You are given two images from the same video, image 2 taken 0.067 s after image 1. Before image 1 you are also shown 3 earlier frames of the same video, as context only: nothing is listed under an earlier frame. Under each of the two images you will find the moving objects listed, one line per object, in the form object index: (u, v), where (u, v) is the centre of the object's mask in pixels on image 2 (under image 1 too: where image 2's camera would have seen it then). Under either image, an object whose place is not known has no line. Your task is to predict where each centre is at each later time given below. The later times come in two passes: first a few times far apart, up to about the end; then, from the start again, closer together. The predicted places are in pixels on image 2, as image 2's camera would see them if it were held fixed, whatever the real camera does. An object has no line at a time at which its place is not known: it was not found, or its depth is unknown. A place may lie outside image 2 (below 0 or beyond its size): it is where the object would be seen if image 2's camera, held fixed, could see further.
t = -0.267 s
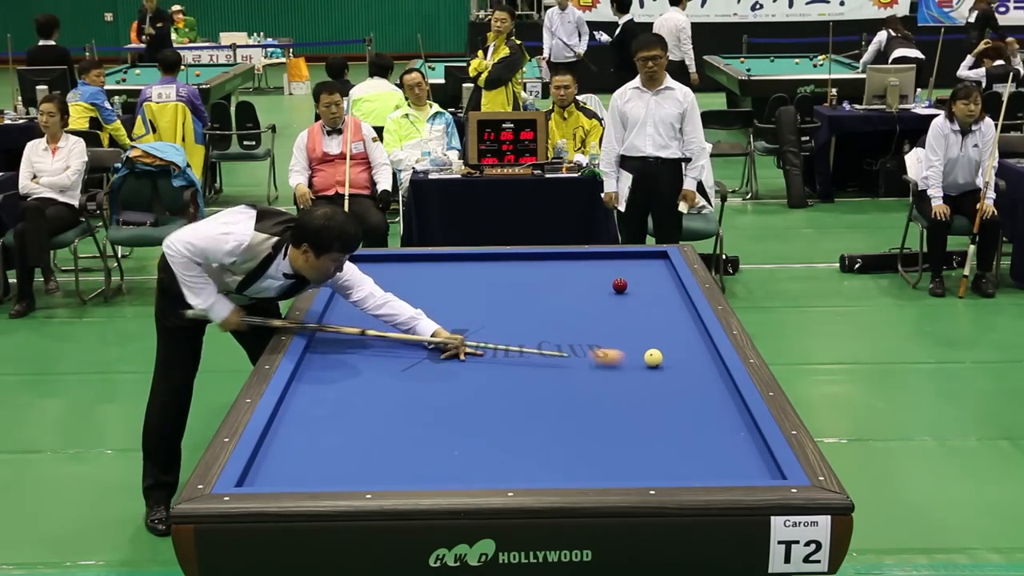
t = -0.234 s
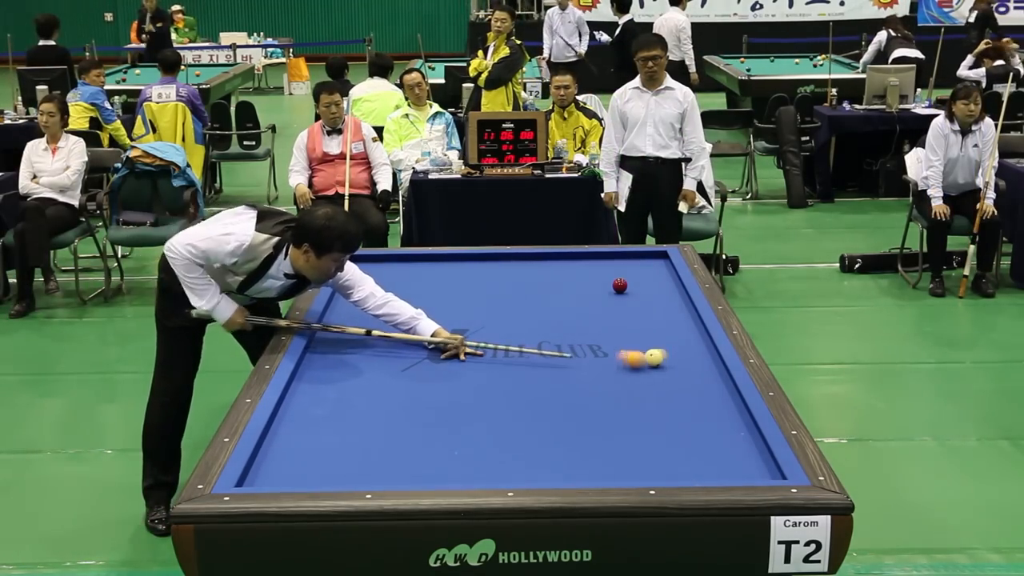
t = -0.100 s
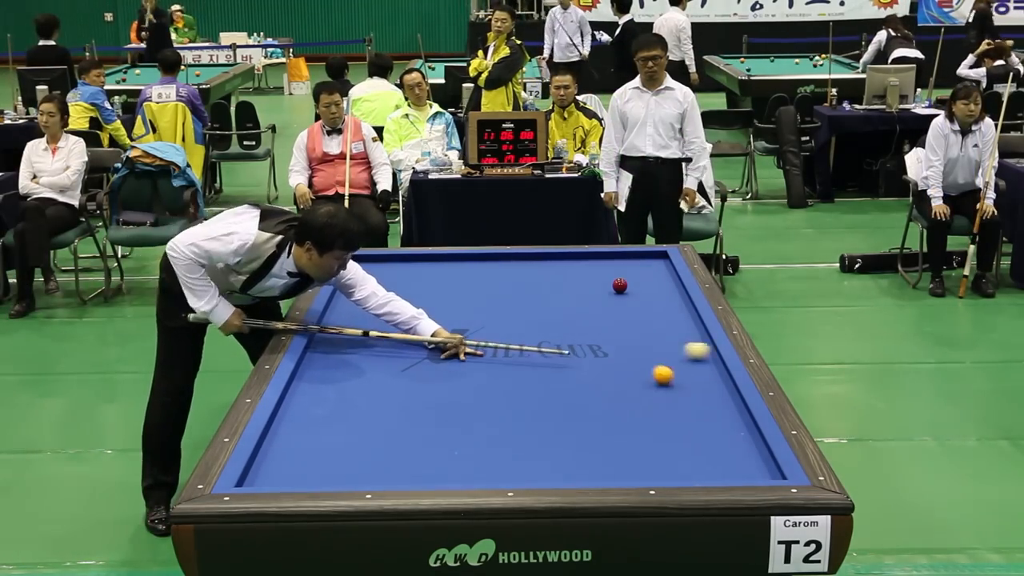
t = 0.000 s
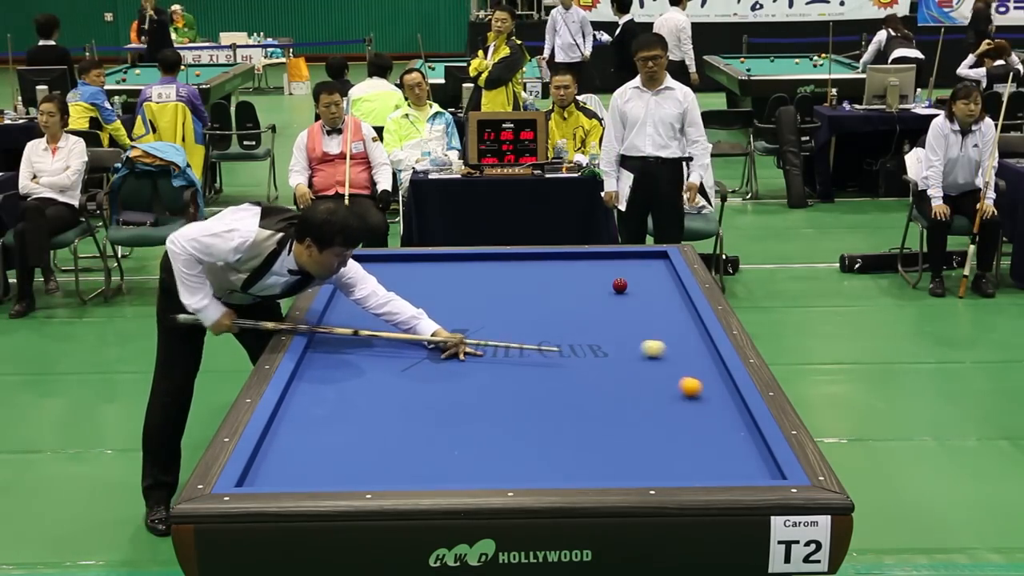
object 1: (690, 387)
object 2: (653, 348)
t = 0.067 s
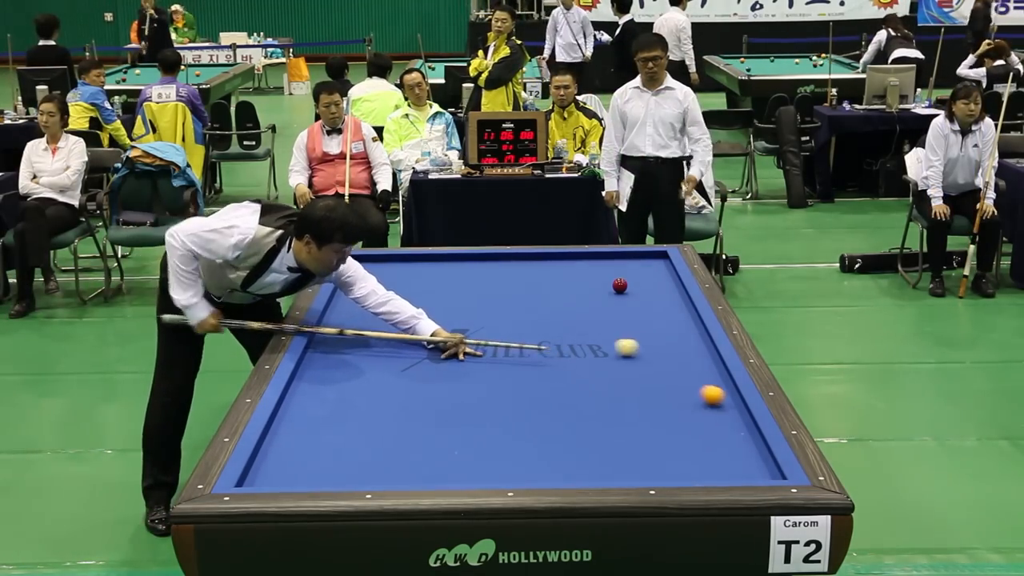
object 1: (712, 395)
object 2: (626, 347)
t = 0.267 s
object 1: (713, 423)
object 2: (558, 343)
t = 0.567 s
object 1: (672, 471)
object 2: (459, 339)
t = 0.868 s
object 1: (585, 451)
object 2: (365, 334)
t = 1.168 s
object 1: (505, 427)
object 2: (353, 331)
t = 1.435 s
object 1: (442, 408)
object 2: (400, 329)
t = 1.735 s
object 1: (377, 388)
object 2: (451, 327)
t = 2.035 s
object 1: (319, 371)
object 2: (500, 325)
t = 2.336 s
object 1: (337, 354)
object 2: (547, 323)
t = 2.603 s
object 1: (372, 341)
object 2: (588, 321)
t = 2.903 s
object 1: (409, 327)
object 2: (632, 319)
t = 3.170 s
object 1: (439, 315)
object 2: (670, 318)
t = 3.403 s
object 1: (464, 306)
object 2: (686, 317)
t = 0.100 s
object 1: (725, 400)
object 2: (614, 347)
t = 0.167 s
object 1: (731, 408)
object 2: (592, 346)
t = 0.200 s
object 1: (724, 413)
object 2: (580, 345)
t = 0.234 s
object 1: (718, 418)
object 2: (569, 344)
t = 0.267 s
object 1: (713, 423)
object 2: (558, 343)
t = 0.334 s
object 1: (704, 433)
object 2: (535, 342)
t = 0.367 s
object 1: (699, 439)
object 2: (524, 342)
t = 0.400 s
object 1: (695, 443)
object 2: (513, 342)
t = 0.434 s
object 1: (690, 449)
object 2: (502, 341)
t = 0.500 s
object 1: (681, 460)
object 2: (481, 340)
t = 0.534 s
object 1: (677, 466)
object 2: (471, 340)
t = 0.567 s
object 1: (672, 471)
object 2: (459, 339)
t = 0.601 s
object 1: (667, 474)
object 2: (449, 338)
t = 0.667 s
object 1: (645, 471)
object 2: (428, 337)
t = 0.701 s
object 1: (635, 468)
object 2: (417, 337)
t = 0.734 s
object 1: (624, 464)
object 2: (407, 336)
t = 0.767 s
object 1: (614, 460)
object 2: (396, 336)
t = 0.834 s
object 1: (594, 454)
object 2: (376, 335)
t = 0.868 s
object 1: (585, 451)
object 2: (365, 334)
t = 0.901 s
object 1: (576, 448)
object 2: (355, 334)
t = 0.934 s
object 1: (566, 446)
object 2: (345, 333)
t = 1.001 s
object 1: (549, 440)
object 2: (325, 332)
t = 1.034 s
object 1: (540, 438)
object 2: (322, 332)
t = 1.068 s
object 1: (531, 435)
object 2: (330, 332)
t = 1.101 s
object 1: (522, 432)
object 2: (339, 332)
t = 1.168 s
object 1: (505, 427)
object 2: (353, 331)
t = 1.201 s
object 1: (497, 425)
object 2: (359, 331)
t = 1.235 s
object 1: (489, 422)
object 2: (365, 331)
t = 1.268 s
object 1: (481, 420)
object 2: (371, 330)
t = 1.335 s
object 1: (465, 415)
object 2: (383, 330)
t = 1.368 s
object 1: (457, 413)
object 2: (389, 330)
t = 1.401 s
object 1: (449, 411)
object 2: (394, 330)
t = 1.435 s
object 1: (442, 408)
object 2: (400, 329)
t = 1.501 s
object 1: (427, 403)
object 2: (412, 329)
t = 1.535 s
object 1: (420, 401)
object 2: (417, 329)
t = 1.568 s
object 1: (412, 399)
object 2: (423, 328)
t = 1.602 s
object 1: (405, 397)
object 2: (428, 328)
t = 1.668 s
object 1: (391, 393)
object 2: (440, 328)
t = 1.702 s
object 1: (384, 391)
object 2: (445, 327)
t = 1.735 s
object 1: (377, 388)
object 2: (451, 327)
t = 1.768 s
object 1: (370, 386)
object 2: (456, 327)
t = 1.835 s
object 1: (357, 382)
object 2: (467, 326)
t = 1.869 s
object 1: (351, 380)
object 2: (473, 326)
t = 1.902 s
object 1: (344, 379)
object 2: (478, 326)
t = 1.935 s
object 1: (338, 377)
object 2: (484, 326)
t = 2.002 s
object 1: (325, 373)
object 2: (494, 325)
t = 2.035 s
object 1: (319, 371)
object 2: (500, 325)
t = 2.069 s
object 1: (313, 369)
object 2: (505, 325)
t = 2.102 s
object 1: (307, 367)
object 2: (510, 325)
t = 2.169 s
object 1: (311, 363)
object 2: (521, 324)
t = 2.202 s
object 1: (317, 362)
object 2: (526, 324)
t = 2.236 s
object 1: (322, 360)
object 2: (531, 324)
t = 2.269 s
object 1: (327, 358)
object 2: (537, 324)
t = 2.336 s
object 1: (337, 354)
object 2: (547, 323)
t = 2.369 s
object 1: (341, 353)
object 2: (552, 323)
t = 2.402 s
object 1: (346, 351)
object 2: (557, 323)
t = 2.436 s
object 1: (350, 349)
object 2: (562, 323)
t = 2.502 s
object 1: (359, 346)
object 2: (572, 322)
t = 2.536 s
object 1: (364, 344)
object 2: (578, 322)
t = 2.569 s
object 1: (368, 342)
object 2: (583, 322)
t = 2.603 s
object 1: (372, 341)
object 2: (588, 321)
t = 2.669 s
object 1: (381, 338)
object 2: (597, 321)
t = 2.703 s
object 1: (385, 336)
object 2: (602, 321)
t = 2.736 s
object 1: (389, 334)
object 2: (607, 321)
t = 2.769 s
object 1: (393, 333)
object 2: (612, 320)
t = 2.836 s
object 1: (401, 330)
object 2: (622, 320)
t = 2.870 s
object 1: (405, 328)
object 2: (627, 320)
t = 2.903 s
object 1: (409, 327)
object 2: (632, 319)
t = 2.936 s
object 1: (413, 325)
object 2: (637, 319)
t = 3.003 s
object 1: (421, 322)
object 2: (646, 319)
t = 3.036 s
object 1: (424, 321)
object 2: (651, 319)
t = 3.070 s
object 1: (428, 320)
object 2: (656, 318)
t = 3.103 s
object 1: (432, 318)
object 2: (660, 318)
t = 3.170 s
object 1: (439, 315)
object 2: (670, 318)
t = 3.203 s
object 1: (443, 314)
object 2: (674, 318)
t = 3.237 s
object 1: (446, 313)
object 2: (679, 317)
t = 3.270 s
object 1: (450, 311)
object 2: (683, 317)
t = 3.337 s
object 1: (457, 308)
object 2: (692, 317)
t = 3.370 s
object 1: (460, 307)
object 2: (689, 317)
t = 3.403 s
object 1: (464, 306)
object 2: (686, 317)
